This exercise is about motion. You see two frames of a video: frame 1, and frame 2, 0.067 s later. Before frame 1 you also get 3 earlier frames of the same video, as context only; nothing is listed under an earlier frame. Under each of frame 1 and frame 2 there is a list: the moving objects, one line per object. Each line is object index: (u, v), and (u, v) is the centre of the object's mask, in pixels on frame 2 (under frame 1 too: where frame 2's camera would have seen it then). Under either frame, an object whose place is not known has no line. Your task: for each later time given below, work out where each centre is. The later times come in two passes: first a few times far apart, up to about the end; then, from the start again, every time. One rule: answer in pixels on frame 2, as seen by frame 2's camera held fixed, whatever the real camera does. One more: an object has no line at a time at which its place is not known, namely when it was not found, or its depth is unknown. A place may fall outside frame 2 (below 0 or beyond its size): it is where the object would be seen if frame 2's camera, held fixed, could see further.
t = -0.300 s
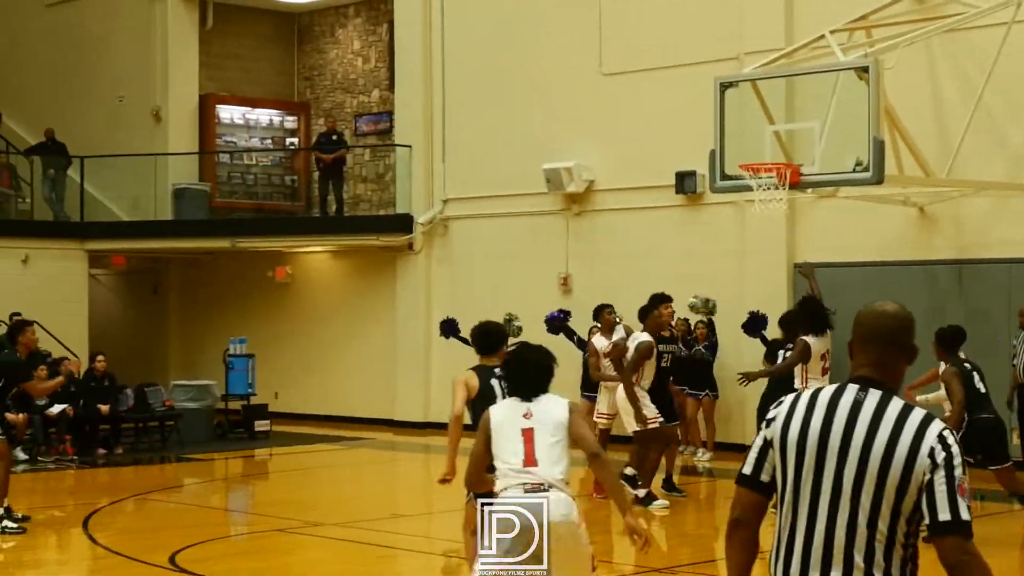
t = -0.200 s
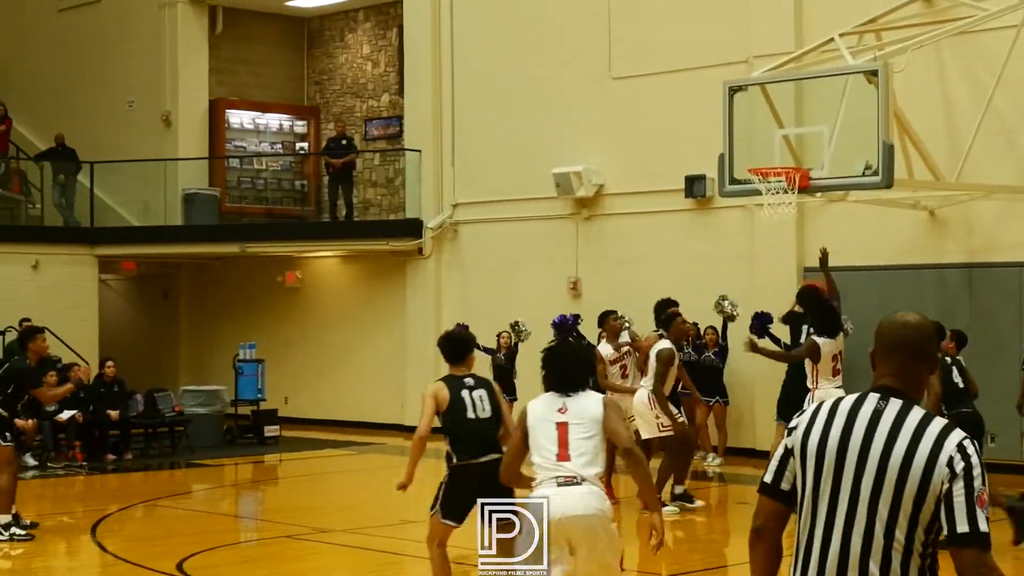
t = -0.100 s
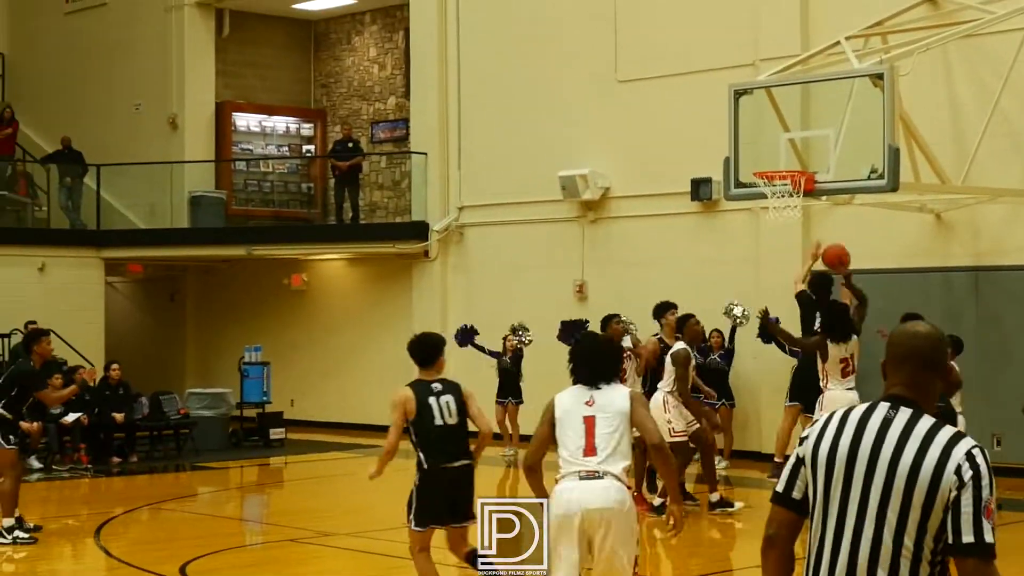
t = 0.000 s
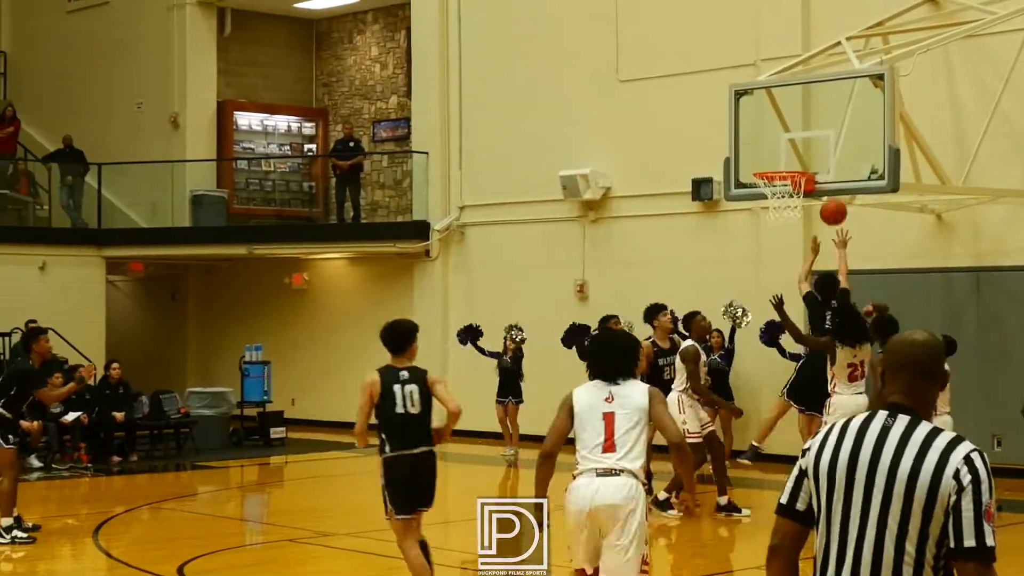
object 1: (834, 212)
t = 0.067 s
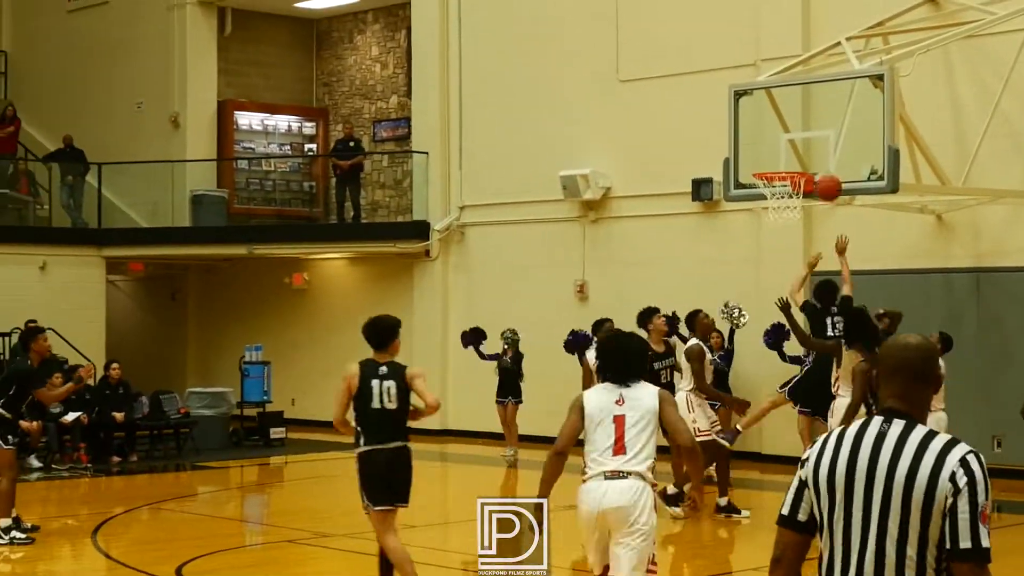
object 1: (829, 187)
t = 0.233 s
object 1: (816, 149)
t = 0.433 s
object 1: (789, 146)
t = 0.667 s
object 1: (757, 194)
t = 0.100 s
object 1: (827, 177)
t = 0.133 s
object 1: (823, 169)
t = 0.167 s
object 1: (821, 161)
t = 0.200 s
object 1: (818, 154)
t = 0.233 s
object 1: (816, 149)
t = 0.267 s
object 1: (813, 145)
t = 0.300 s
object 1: (809, 143)
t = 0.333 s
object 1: (804, 142)
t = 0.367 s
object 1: (799, 142)
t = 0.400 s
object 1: (794, 144)
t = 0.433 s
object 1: (789, 146)
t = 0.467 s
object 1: (784, 150)
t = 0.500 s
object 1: (779, 155)
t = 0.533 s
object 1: (774, 160)
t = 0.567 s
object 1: (770, 164)
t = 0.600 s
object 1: (766, 176)
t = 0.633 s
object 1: (761, 187)
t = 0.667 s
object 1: (757, 194)
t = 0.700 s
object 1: (754, 200)
